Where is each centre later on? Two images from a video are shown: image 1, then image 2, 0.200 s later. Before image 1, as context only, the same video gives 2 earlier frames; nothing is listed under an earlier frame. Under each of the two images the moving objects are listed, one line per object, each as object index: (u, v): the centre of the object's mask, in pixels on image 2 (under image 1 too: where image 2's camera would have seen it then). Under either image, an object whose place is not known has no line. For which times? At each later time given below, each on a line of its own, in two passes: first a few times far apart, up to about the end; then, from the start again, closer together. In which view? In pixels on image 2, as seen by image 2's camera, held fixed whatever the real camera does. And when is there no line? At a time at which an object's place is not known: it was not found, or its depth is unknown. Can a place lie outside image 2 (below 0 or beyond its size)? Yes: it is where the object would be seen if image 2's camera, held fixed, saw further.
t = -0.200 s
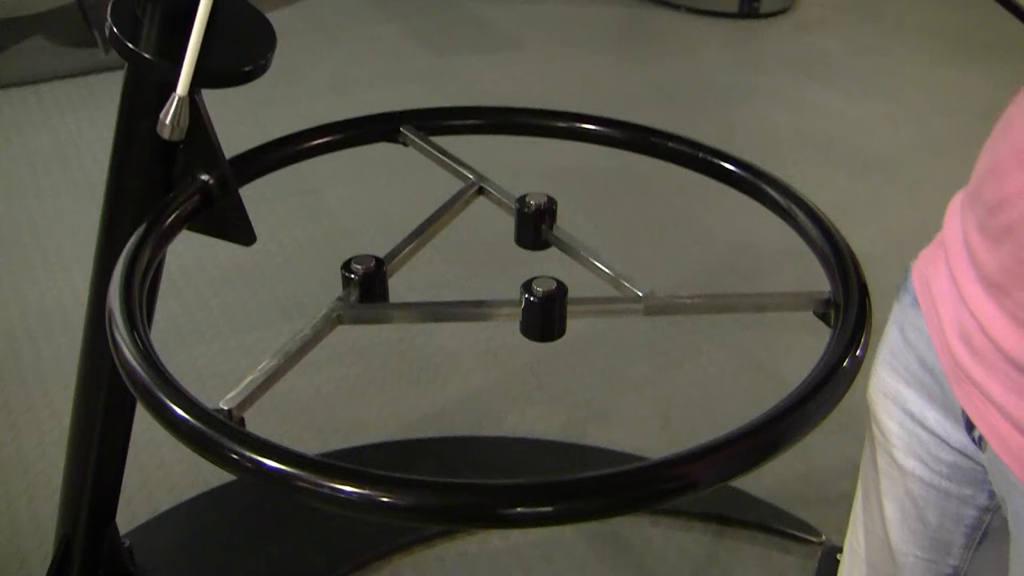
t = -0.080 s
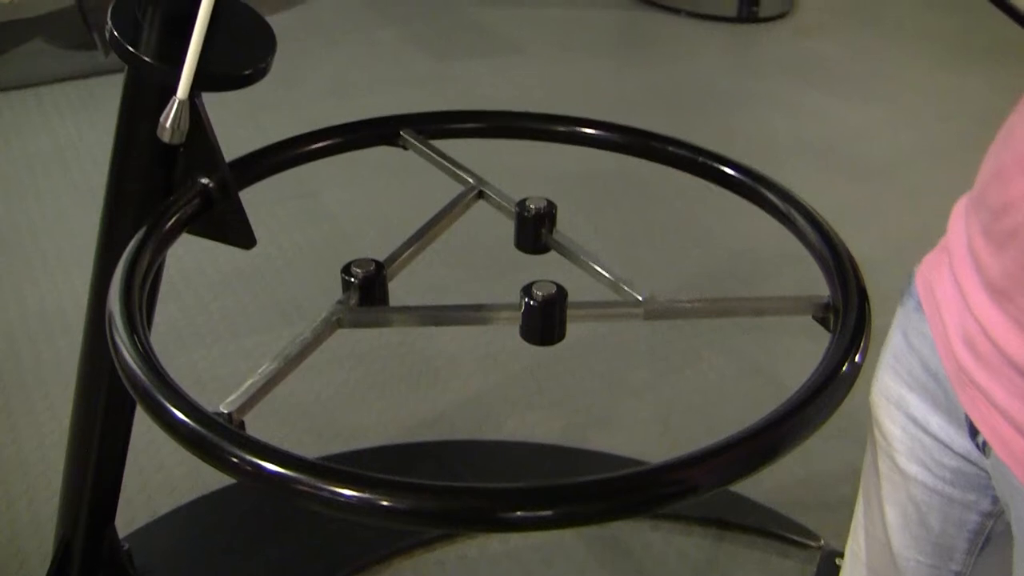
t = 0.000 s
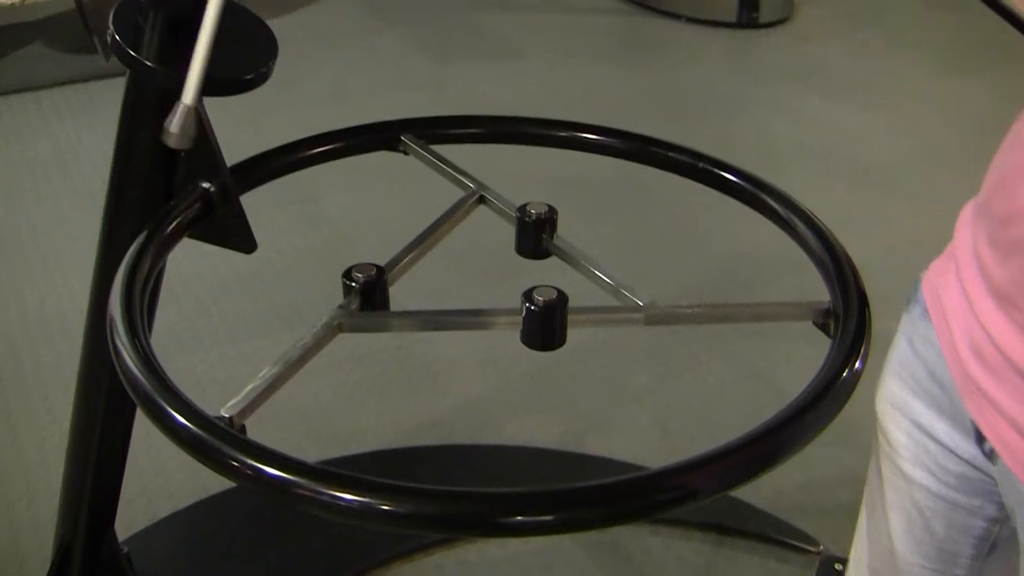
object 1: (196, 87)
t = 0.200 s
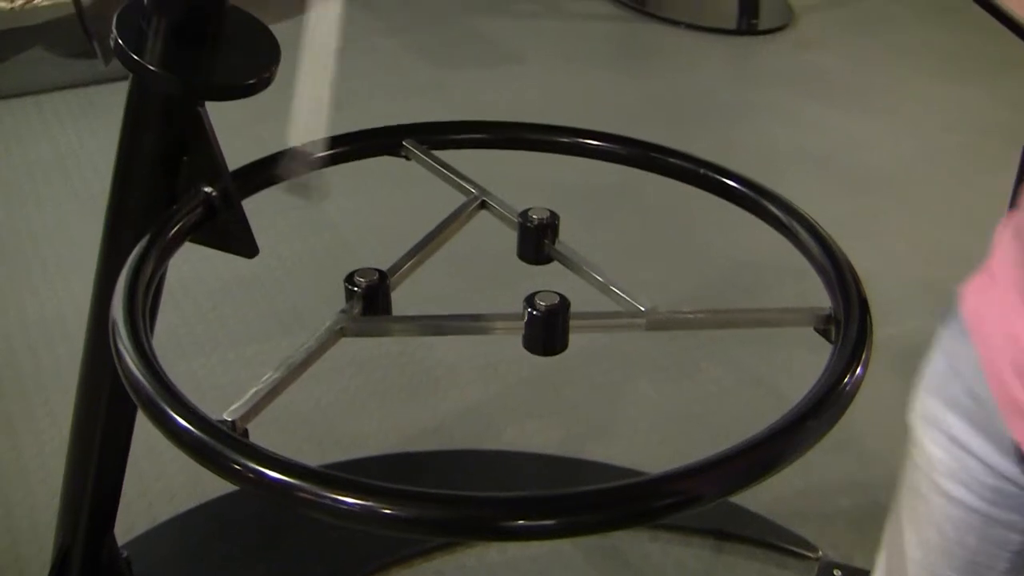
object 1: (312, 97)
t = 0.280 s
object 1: (392, 111)
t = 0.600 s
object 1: (737, 118)
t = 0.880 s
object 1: (792, 117)
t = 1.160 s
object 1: (536, 126)
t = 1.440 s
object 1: (274, 86)
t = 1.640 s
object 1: (229, 77)
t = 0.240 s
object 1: (350, 106)
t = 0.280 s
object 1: (392, 111)
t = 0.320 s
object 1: (436, 110)
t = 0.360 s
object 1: (483, 92)
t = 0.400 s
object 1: (528, 97)
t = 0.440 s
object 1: (575, 118)
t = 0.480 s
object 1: (619, 117)
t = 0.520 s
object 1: (662, 121)
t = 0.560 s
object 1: (701, 120)
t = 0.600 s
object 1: (737, 118)
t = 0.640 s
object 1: (767, 118)
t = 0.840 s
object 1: (808, 117)
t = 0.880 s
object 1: (792, 117)
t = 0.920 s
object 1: (770, 118)
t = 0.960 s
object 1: (741, 120)
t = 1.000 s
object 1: (706, 126)
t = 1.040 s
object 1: (667, 125)
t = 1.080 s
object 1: (624, 126)
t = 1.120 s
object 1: (581, 128)
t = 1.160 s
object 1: (536, 126)
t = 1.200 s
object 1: (494, 116)
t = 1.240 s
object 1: (449, 113)
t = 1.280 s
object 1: (408, 113)
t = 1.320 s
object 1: (368, 105)
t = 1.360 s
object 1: (332, 94)
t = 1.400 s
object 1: (299, 92)
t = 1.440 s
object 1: (274, 86)
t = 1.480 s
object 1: (252, 77)
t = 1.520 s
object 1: (234, 75)
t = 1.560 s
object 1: (224, 78)
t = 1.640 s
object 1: (229, 77)
